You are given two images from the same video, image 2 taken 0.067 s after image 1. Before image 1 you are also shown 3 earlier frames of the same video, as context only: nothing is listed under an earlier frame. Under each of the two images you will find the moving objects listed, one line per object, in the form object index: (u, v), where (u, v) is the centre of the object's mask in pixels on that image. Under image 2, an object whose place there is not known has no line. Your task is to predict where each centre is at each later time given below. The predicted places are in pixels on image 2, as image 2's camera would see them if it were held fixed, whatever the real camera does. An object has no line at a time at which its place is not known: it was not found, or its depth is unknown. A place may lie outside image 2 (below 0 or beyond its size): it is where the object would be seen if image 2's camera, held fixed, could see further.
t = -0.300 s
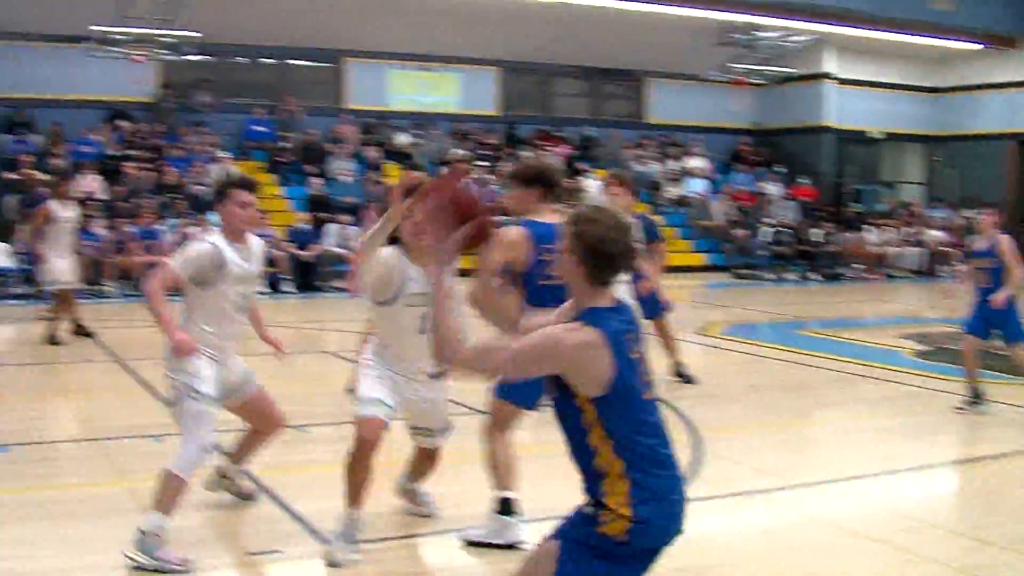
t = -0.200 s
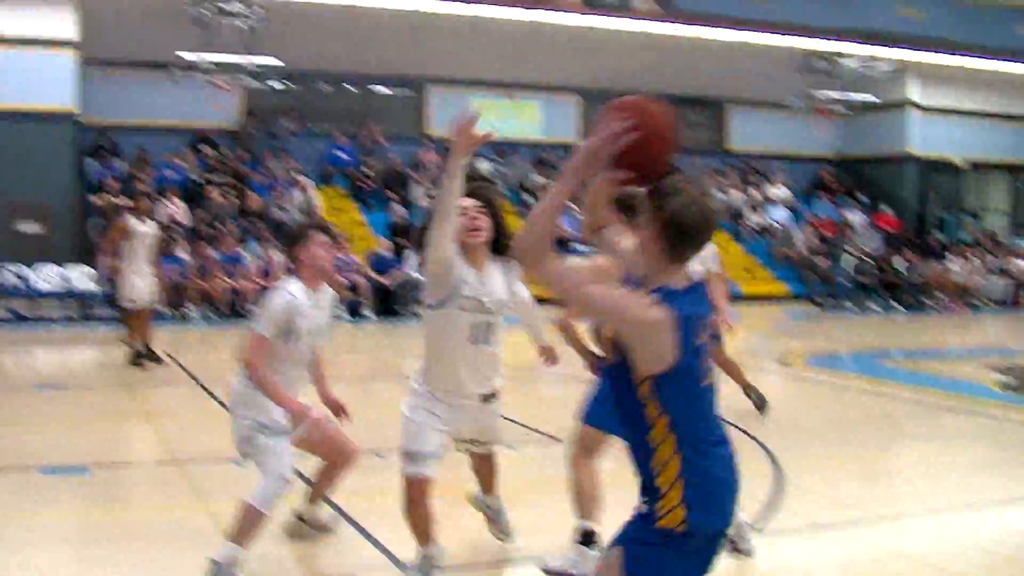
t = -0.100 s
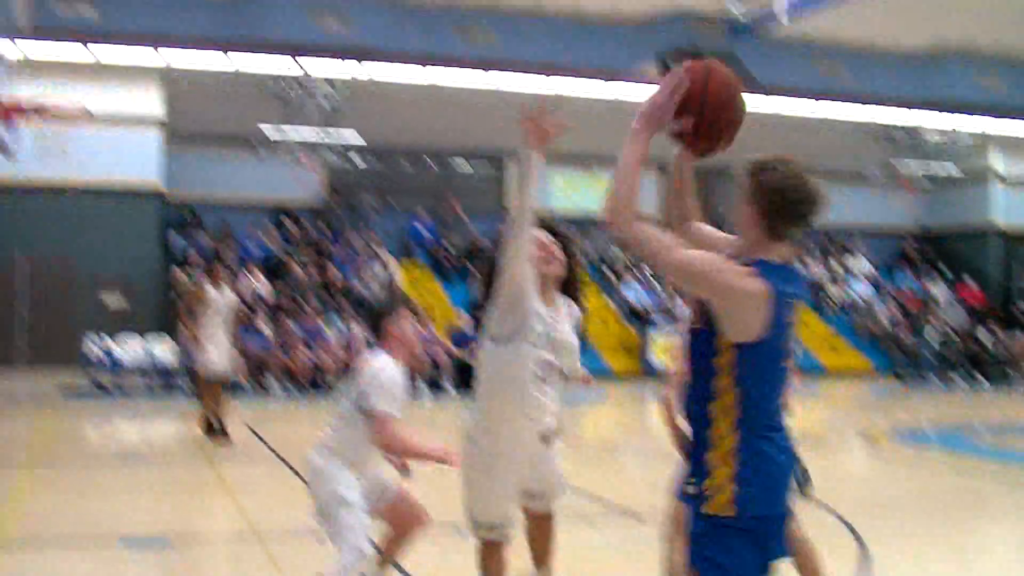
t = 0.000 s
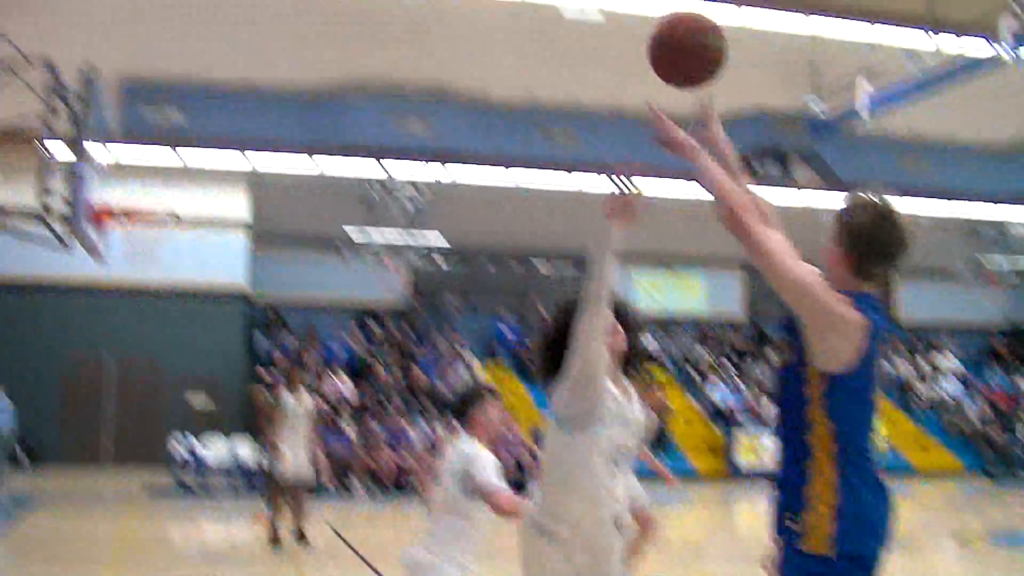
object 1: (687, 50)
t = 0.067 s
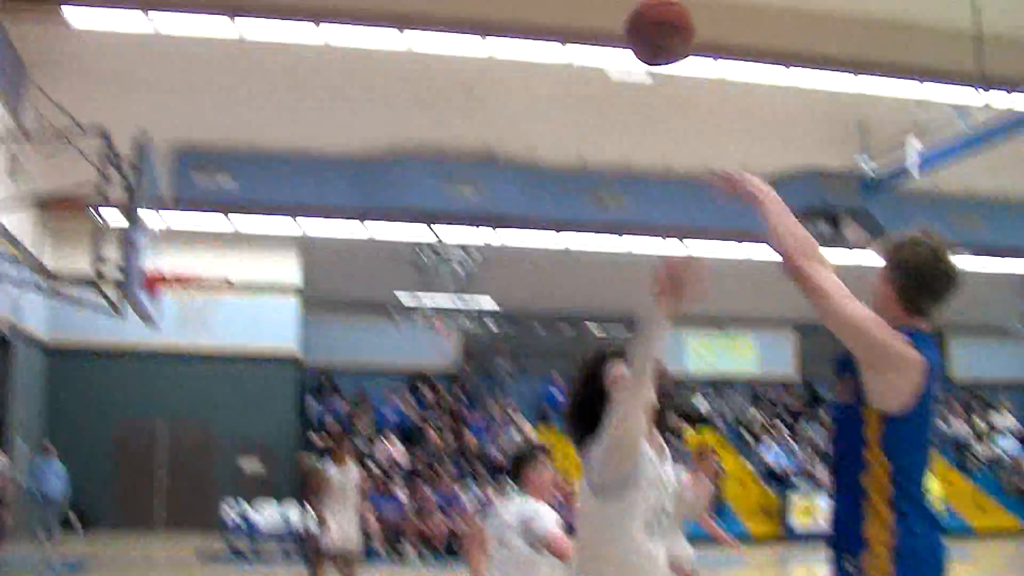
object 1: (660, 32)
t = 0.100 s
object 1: (630, 5)
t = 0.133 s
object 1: (601, -18)
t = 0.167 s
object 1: (576, -36)
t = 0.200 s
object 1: (549, -52)
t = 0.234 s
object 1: (521, -64)
